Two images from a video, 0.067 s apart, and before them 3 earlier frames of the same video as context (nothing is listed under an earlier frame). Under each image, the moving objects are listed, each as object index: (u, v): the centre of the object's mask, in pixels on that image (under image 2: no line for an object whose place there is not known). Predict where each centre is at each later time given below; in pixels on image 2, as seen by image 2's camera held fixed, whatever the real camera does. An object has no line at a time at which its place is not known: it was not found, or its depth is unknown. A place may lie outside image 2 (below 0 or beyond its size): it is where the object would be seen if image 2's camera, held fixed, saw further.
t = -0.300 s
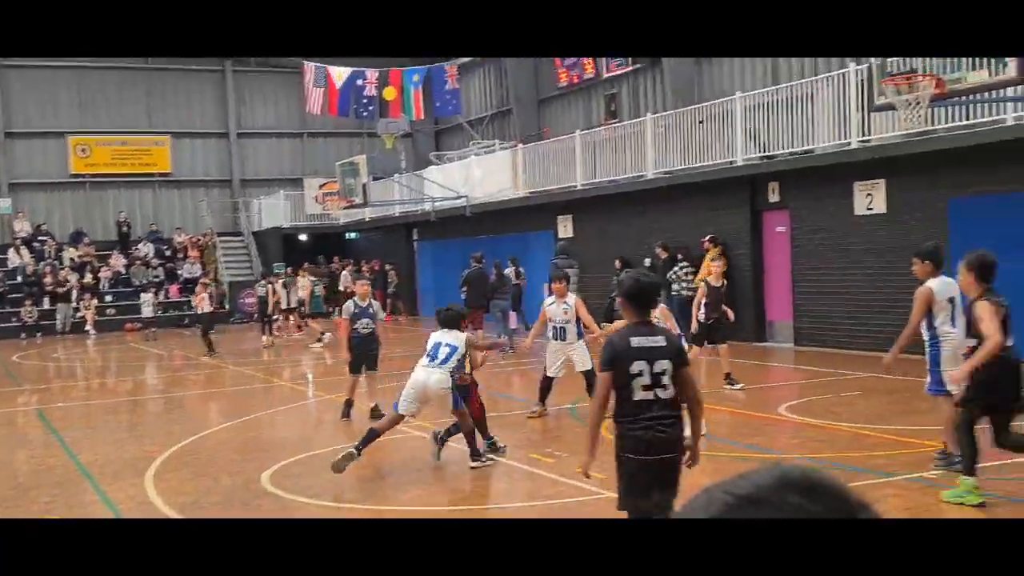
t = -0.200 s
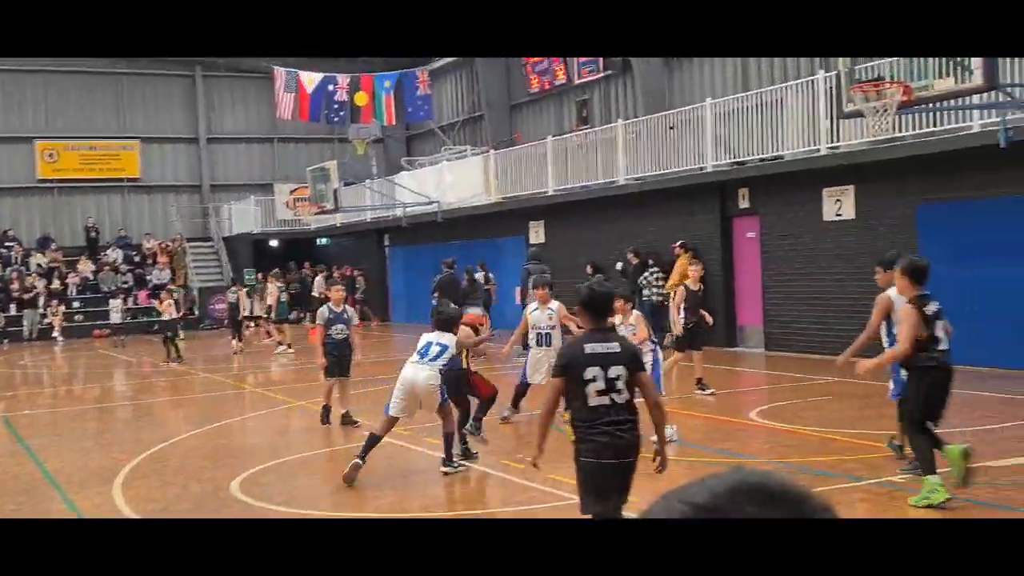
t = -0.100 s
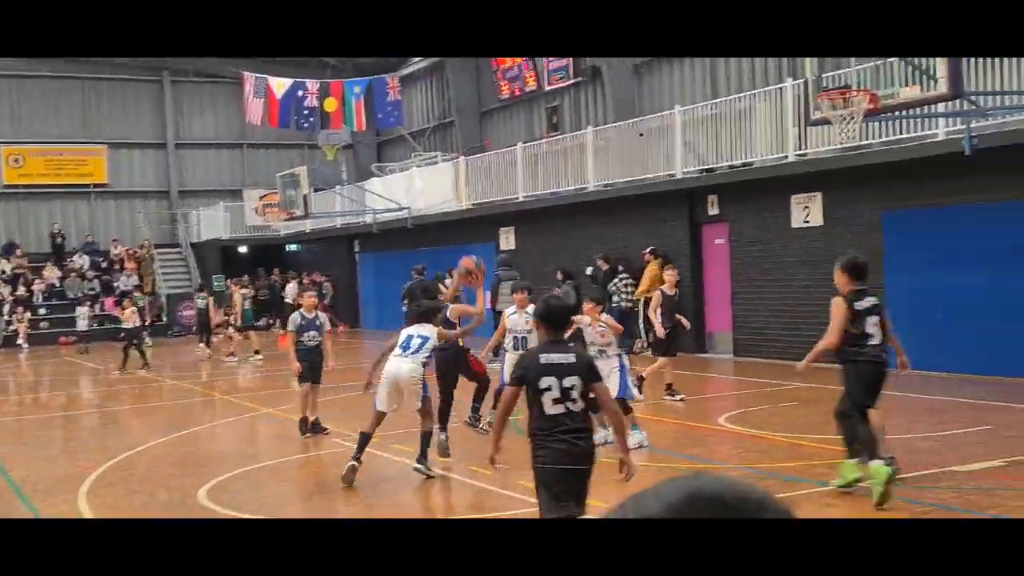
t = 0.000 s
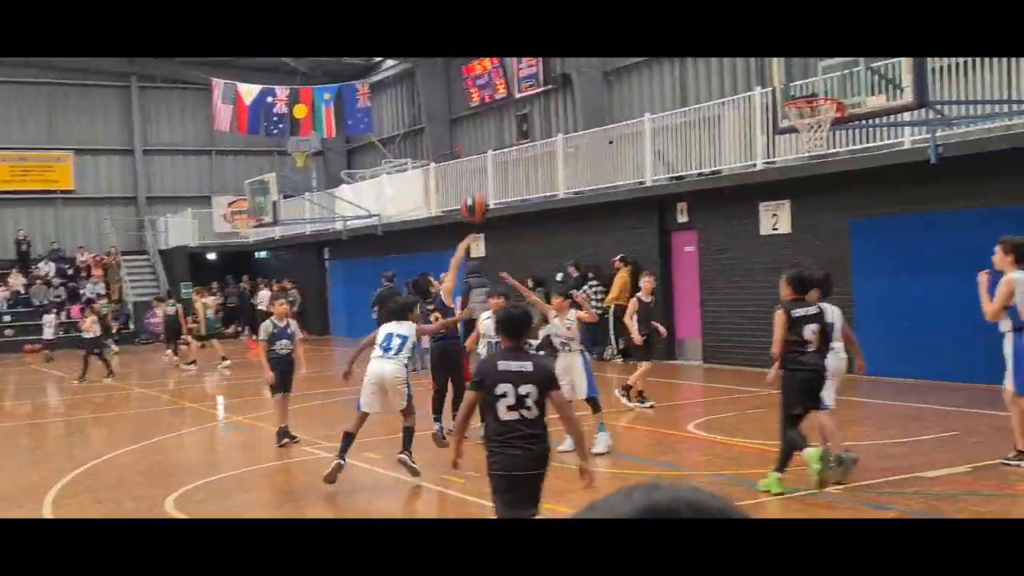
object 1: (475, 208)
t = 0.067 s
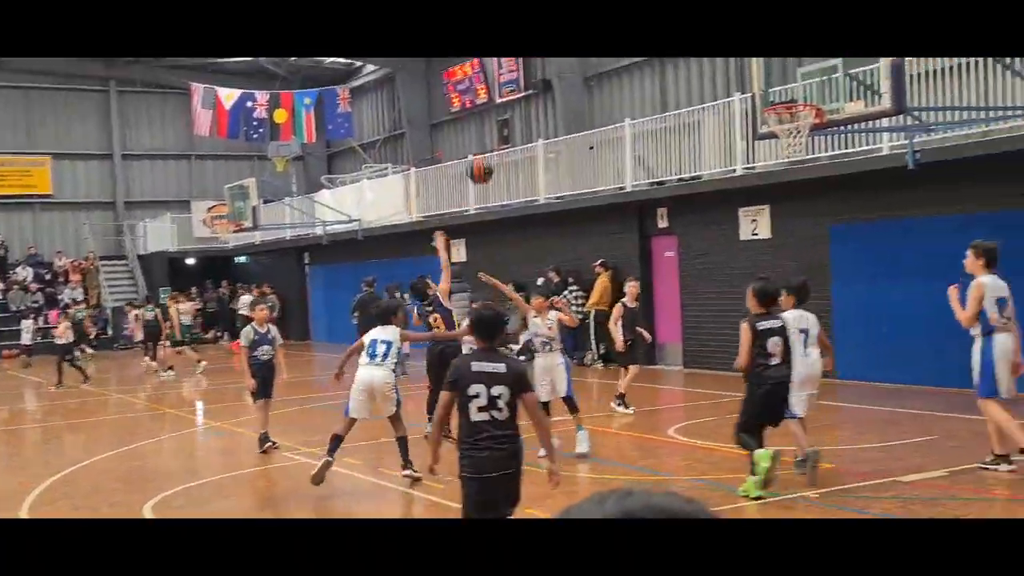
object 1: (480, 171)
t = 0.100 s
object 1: (493, 150)
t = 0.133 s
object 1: (505, 135)
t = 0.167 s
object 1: (517, 117)
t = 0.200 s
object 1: (530, 103)
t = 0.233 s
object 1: (542, 90)
